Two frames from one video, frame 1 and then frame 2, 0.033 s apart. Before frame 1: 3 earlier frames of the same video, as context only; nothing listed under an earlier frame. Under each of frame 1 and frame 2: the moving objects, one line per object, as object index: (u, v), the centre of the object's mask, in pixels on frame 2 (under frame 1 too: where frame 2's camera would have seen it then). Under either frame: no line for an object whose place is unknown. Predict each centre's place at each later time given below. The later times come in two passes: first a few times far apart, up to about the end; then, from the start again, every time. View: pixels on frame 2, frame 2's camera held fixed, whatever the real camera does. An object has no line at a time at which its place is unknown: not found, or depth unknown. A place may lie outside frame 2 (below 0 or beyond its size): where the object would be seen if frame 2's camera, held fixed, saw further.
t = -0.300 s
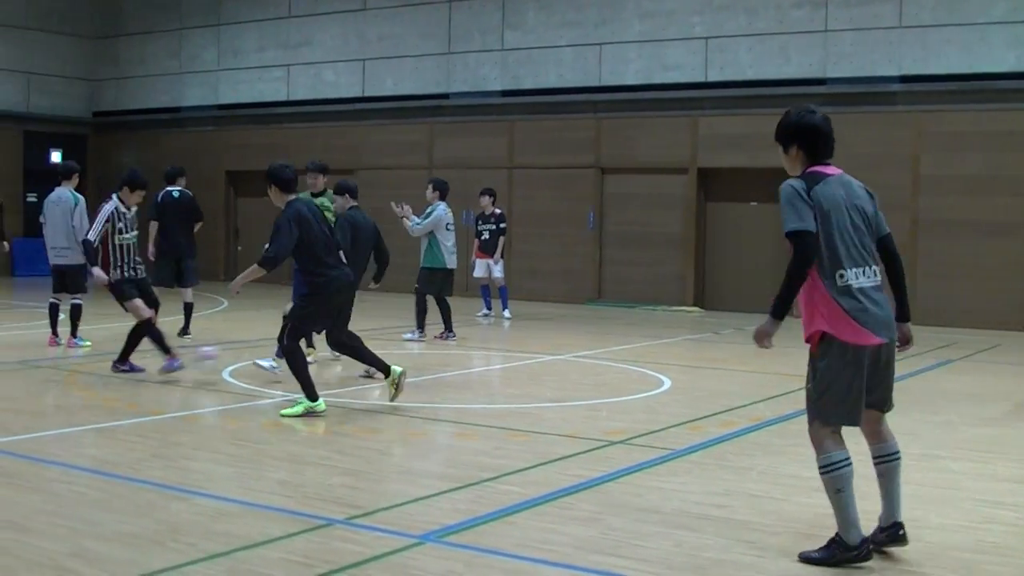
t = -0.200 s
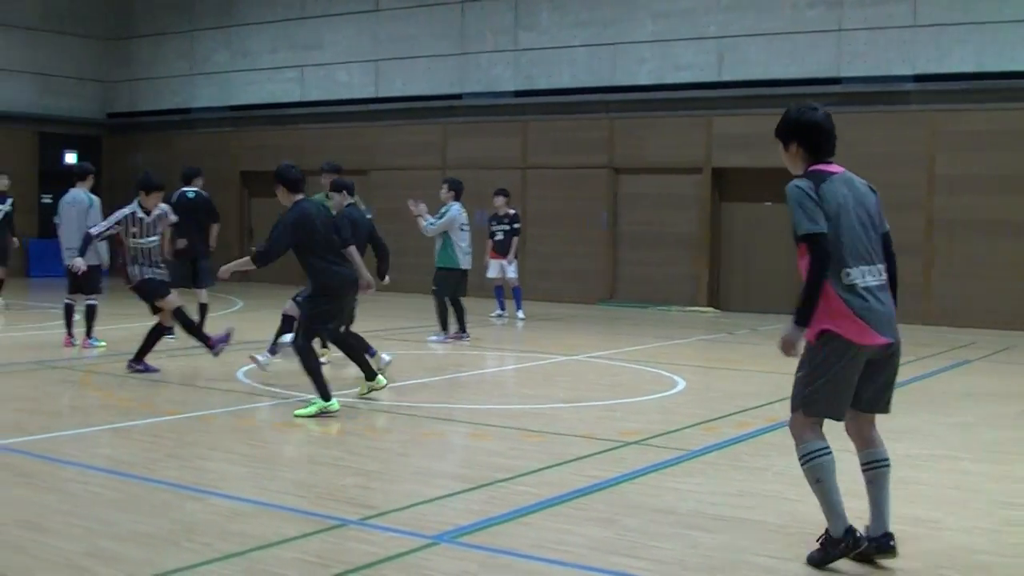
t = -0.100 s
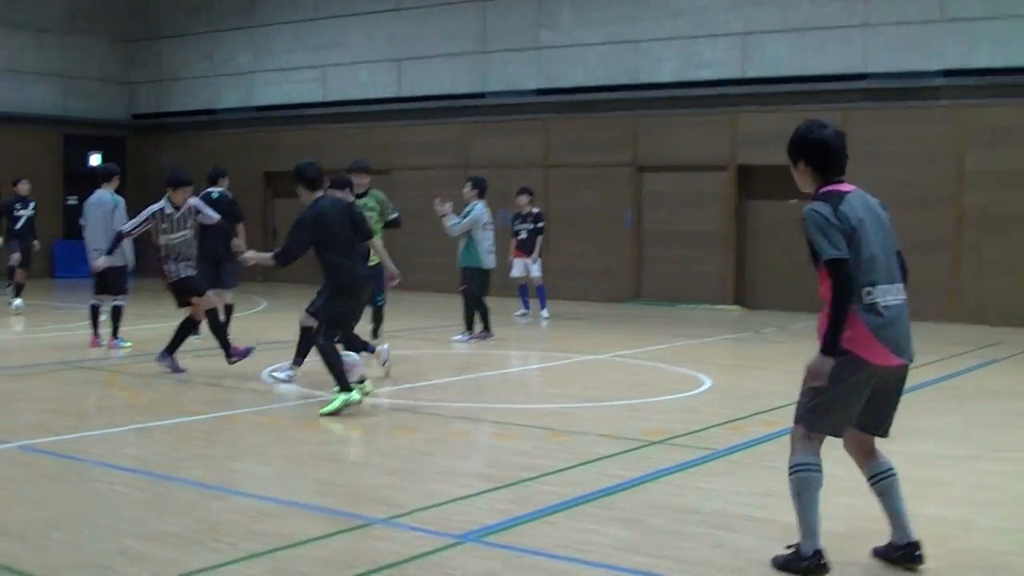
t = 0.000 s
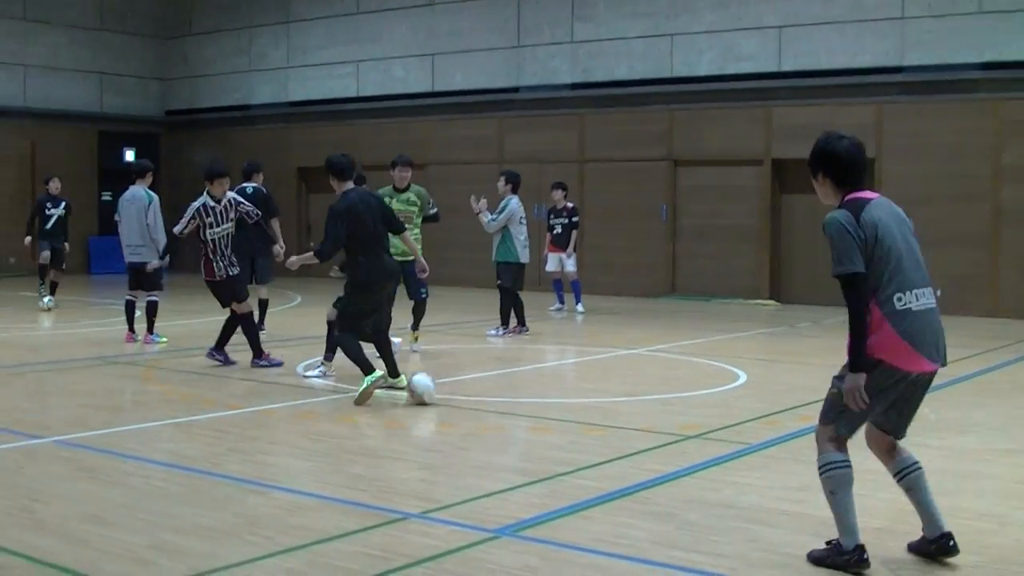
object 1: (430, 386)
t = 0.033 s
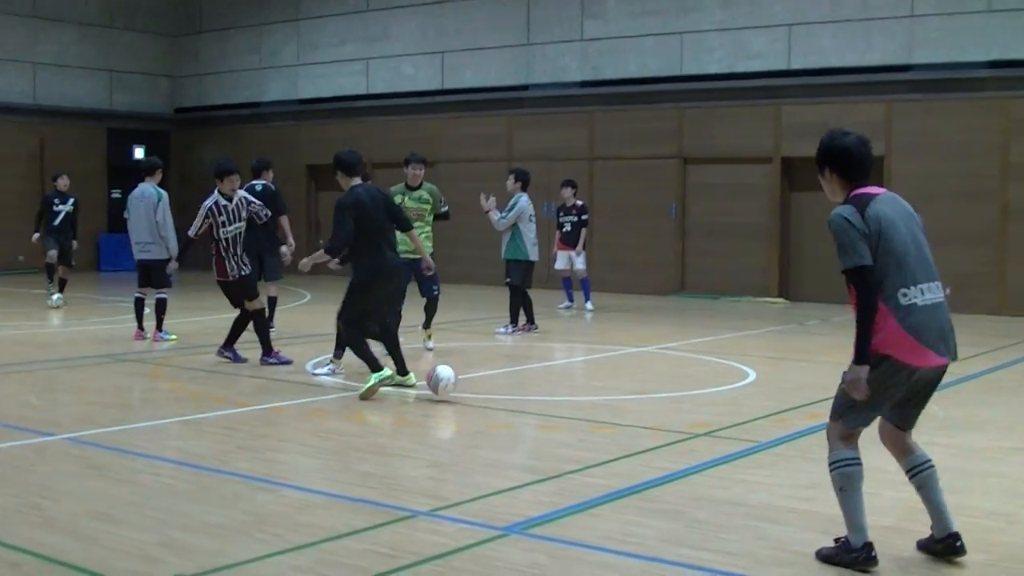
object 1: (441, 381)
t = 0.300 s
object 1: (518, 379)
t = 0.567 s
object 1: (584, 375)
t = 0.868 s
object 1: (649, 368)
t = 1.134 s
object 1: (701, 364)
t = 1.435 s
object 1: (752, 358)
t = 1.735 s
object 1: (797, 354)
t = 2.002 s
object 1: (832, 349)
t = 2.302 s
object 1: (867, 344)
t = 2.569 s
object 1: (894, 342)
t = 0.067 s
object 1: (452, 377)
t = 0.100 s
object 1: (462, 376)
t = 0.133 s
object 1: (471, 376)
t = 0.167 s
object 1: (481, 376)
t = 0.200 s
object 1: (491, 380)
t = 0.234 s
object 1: (501, 383)
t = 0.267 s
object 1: (510, 380)
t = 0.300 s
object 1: (518, 379)
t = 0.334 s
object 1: (527, 380)
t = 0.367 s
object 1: (536, 379)
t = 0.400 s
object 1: (544, 379)
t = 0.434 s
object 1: (552, 378)
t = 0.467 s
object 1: (560, 376)
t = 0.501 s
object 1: (569, 376)
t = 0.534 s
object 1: (576, 376)
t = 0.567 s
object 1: (584, 375)
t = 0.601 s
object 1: (592, 374)
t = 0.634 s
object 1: (600, 373)
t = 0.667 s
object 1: (608, 373)
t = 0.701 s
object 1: (614, 372)
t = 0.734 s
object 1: (622, 371)
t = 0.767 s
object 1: (629, 369)
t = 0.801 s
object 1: (636, 370)
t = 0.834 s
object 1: (643, 369)
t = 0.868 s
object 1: (649, 368)
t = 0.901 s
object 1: (656, 367)
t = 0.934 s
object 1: (663, 367)
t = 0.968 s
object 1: (670, 367)
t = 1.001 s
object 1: (676, 366)
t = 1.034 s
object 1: (682, 364)
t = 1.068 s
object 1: (689, 364)
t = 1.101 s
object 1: (695, 364)
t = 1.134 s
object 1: (701, 364)
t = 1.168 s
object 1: (706, 363)
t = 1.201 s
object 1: (713, 362)
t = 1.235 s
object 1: (720, 362)
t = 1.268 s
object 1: (725, 362)
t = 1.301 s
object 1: (730, 361)
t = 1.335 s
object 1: (736, 360)
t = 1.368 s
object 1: (742, 359)
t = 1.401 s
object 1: (747, 359)
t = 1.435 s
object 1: (752, 358)
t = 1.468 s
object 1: (757, 358)
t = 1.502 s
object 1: (763, 357)
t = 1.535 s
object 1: (769, 356)
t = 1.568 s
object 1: (773, 356)
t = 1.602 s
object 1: (778, 355)
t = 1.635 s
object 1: (783, 355)
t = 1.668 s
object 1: (788, 354)
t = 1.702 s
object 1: (793, 353)
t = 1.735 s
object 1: (797, 354)
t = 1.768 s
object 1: (802, 353)
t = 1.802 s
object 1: (807, 352)
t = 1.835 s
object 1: (811, 351)
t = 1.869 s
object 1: (815, 351)
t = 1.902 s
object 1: (819, 351)
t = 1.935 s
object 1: (824, 350)
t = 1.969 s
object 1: (828, 349)
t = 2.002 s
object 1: (832, 349)
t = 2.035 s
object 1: (836, 349)
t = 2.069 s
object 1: (840, 348)
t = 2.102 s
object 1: (844, 348)
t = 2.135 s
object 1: (849, 347)
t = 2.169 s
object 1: (852, 347)
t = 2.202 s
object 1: (856, 347)
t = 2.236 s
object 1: (860, 346)
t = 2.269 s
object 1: (863, 345)
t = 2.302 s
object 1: (867, 344)
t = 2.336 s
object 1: (871, 344)
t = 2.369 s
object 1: (874, 344)
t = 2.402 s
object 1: (878, 344)
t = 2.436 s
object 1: (881, 343)
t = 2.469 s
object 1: (885, 342)
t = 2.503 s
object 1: (888, 342)
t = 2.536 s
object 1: (891, 342)
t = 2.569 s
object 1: (894, 342)
